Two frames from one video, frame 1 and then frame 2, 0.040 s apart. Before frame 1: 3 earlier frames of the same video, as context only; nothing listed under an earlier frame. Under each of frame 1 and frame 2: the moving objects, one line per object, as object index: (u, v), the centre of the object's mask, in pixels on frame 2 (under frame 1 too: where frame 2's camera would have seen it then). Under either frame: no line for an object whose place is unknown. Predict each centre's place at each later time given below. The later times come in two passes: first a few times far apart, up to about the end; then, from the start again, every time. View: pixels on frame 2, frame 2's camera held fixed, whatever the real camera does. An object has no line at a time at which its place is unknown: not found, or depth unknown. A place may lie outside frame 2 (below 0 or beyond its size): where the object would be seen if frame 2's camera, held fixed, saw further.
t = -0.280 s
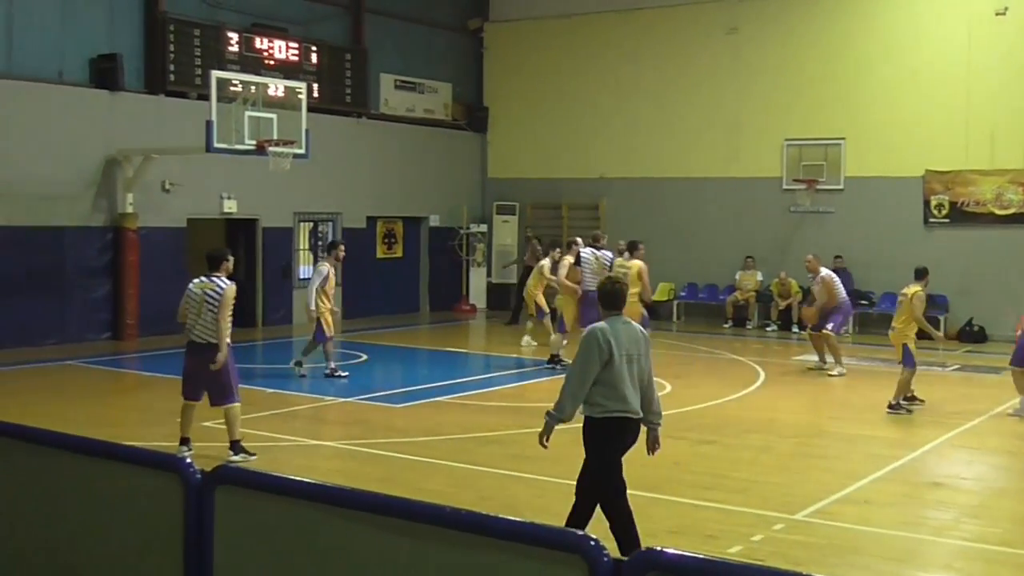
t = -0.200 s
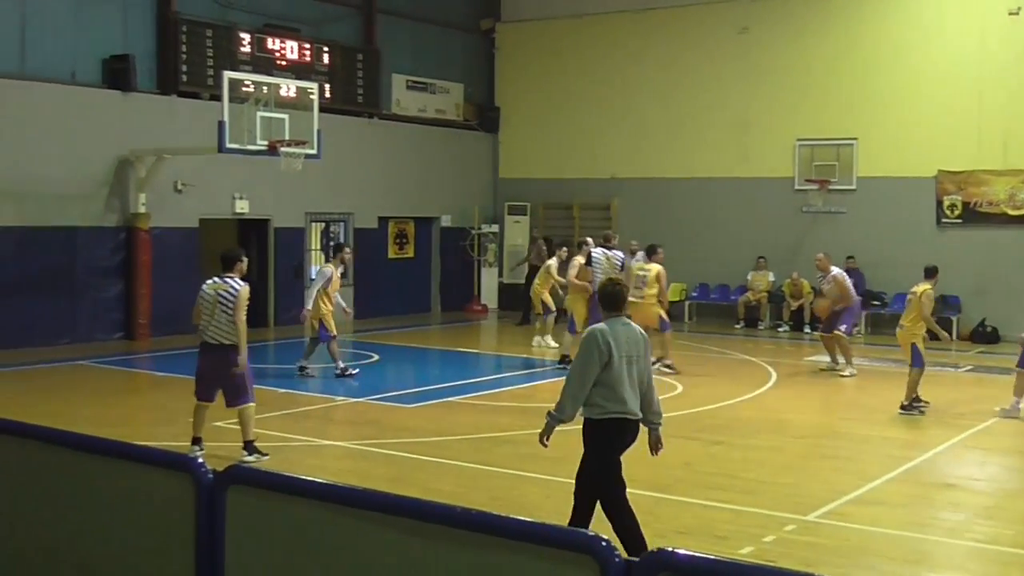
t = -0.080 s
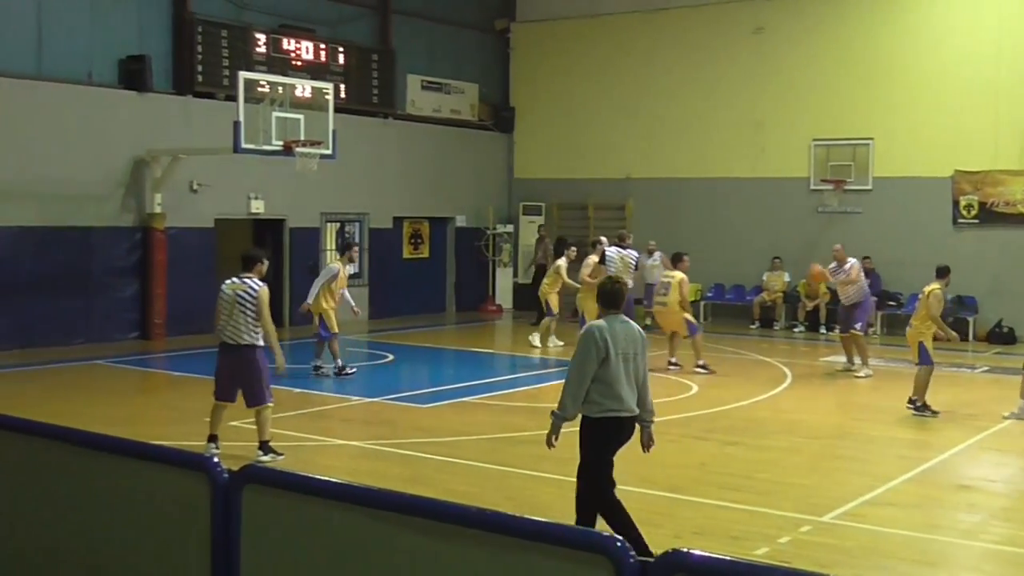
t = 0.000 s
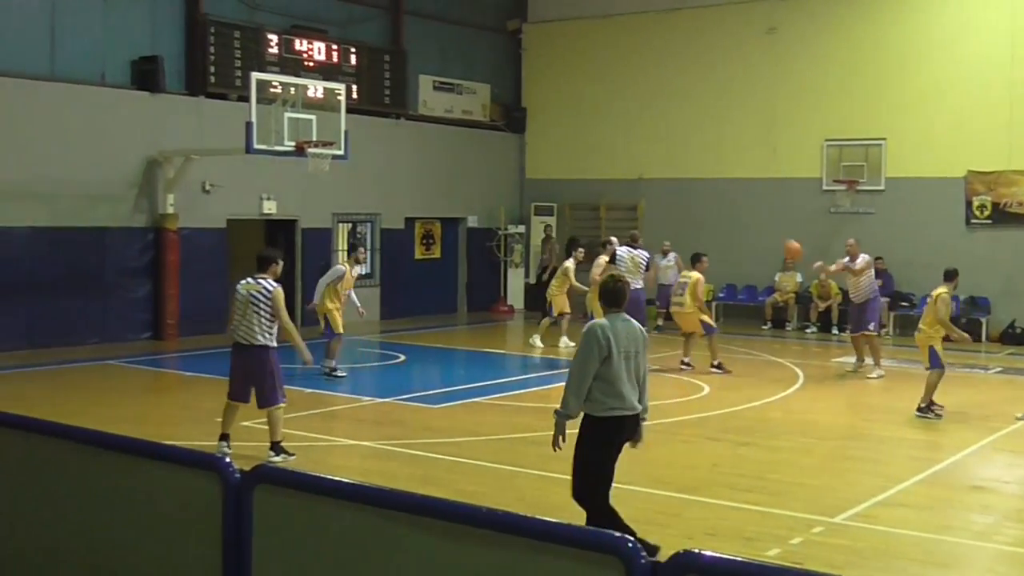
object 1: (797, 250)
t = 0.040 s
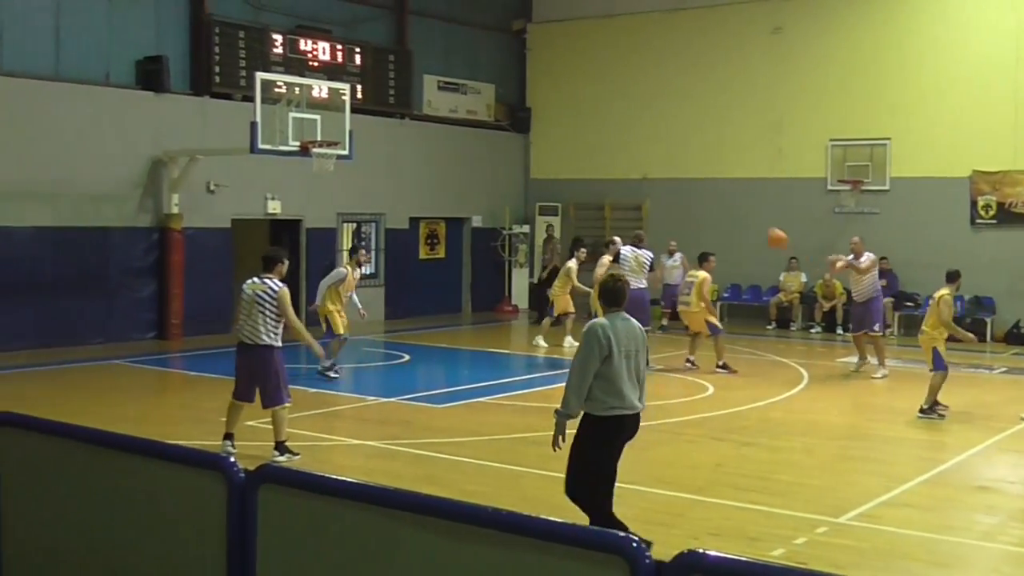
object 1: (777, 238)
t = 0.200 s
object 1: (691, 202)
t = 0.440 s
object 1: (538, 176)
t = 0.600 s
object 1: (417, 184)
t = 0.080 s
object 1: (756, 228)
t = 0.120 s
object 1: (735, 219)
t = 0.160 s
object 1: (713, 210)
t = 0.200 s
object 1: (691, 202)
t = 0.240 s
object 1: (667, 195)
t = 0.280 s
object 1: (644, 188)
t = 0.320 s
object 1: (619, 184)
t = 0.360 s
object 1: (593, 181)
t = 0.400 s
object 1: (567, 177)
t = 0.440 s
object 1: (538, 176)
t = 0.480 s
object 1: (511, 175)
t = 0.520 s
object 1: (480, 177)
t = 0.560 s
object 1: (449, 180)
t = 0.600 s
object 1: (417, 184)
